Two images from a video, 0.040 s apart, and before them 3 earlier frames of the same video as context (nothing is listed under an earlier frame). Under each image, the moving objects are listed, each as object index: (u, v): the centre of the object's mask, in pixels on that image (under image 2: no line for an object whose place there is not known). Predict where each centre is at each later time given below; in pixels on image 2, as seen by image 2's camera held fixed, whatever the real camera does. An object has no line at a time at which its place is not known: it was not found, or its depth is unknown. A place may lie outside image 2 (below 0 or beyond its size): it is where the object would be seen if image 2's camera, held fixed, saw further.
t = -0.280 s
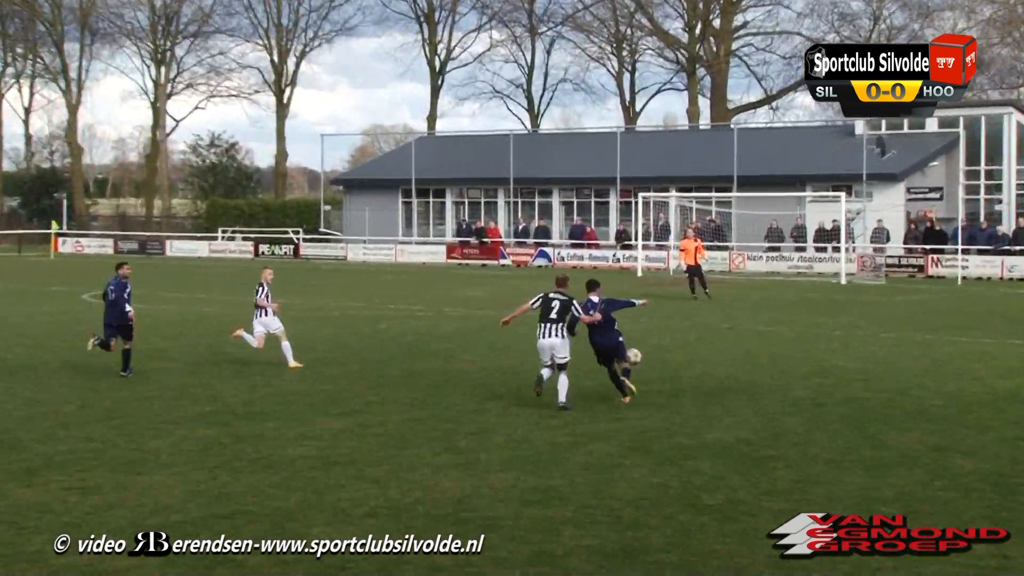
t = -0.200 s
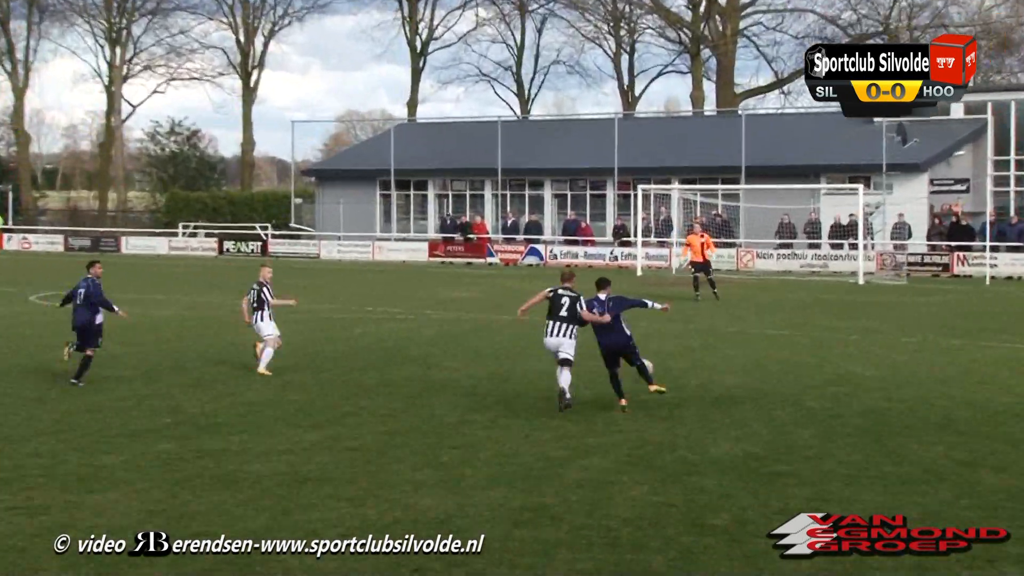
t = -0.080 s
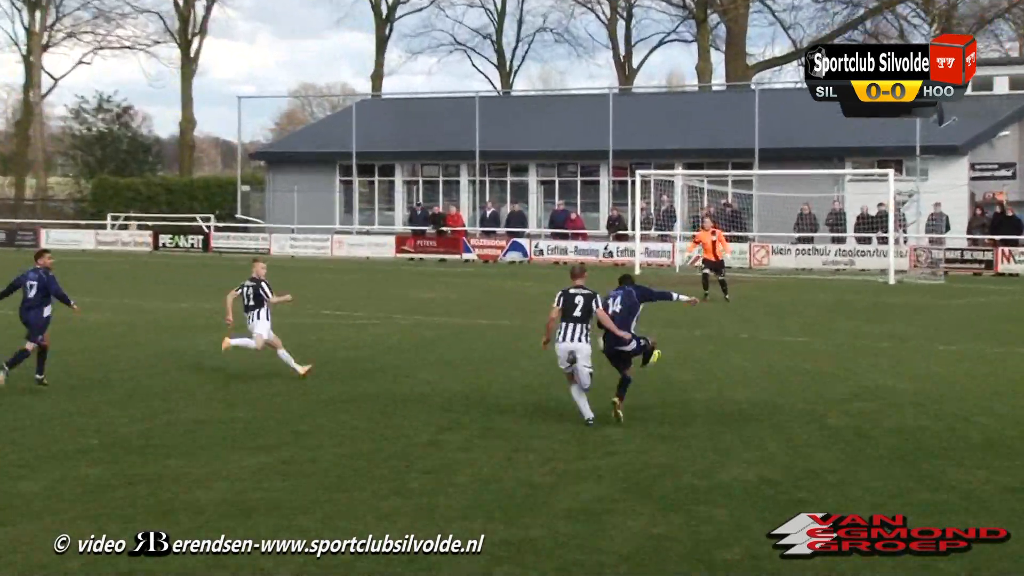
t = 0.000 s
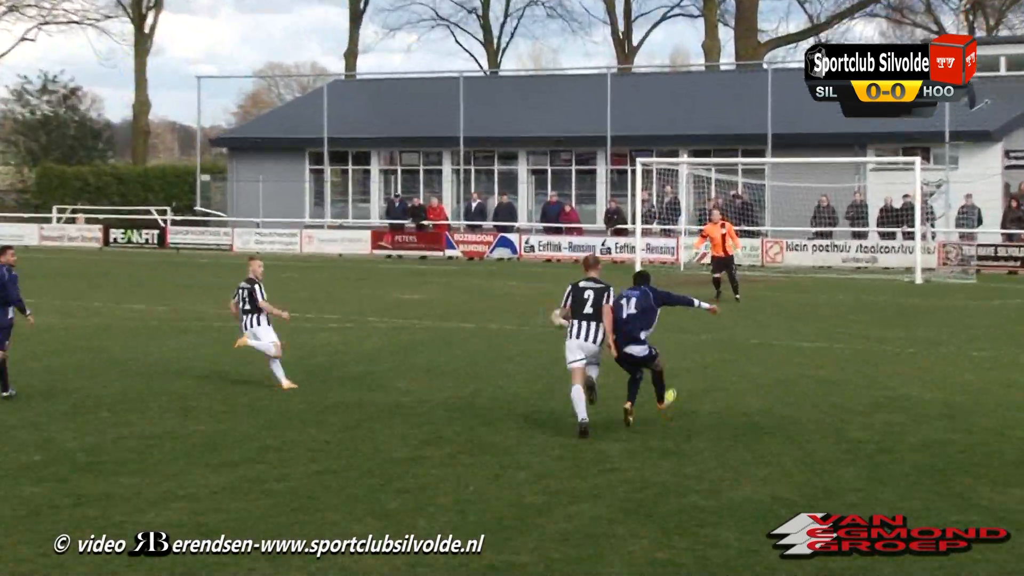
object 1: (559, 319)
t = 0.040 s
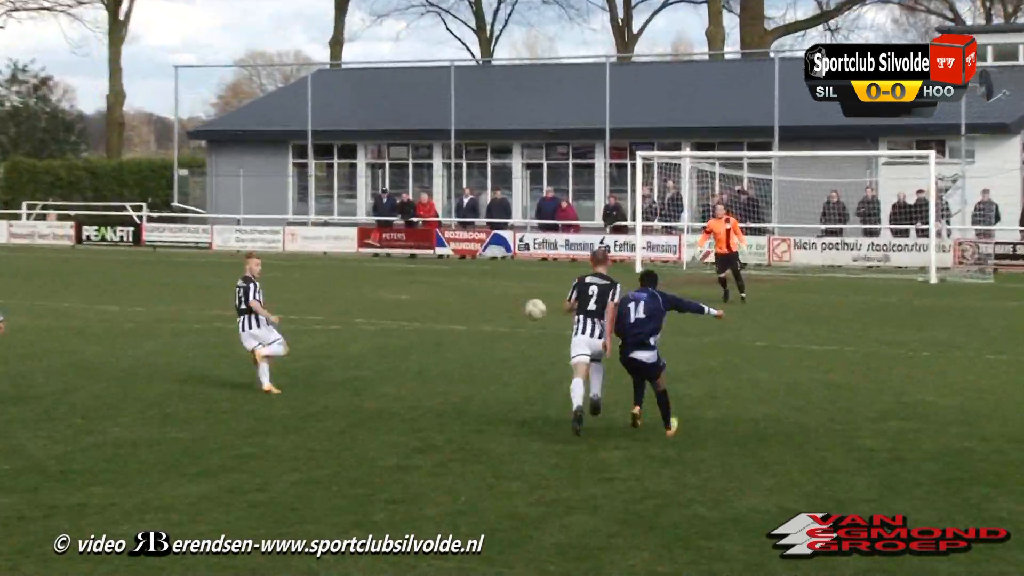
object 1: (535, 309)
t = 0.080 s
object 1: (514, 301)
